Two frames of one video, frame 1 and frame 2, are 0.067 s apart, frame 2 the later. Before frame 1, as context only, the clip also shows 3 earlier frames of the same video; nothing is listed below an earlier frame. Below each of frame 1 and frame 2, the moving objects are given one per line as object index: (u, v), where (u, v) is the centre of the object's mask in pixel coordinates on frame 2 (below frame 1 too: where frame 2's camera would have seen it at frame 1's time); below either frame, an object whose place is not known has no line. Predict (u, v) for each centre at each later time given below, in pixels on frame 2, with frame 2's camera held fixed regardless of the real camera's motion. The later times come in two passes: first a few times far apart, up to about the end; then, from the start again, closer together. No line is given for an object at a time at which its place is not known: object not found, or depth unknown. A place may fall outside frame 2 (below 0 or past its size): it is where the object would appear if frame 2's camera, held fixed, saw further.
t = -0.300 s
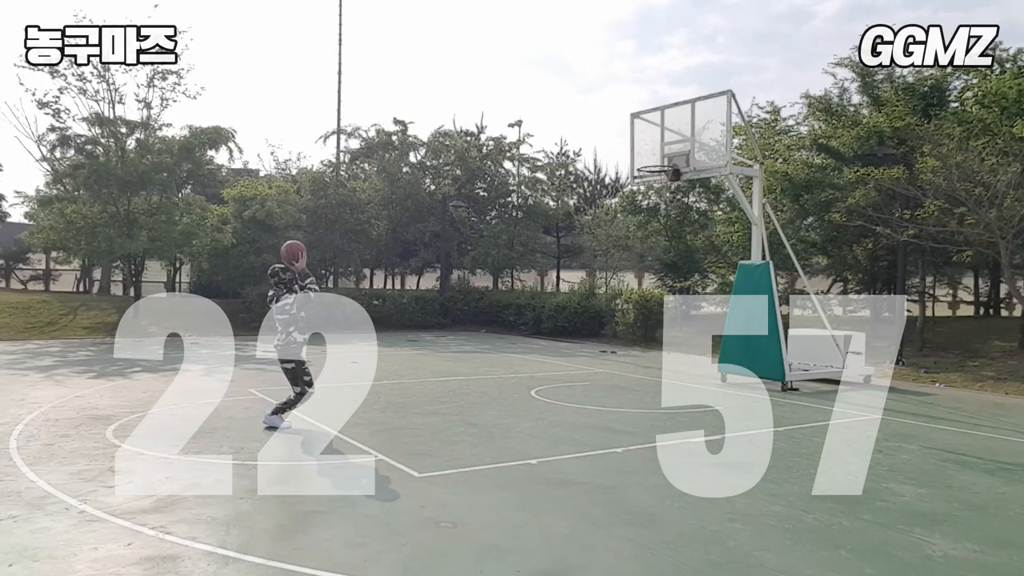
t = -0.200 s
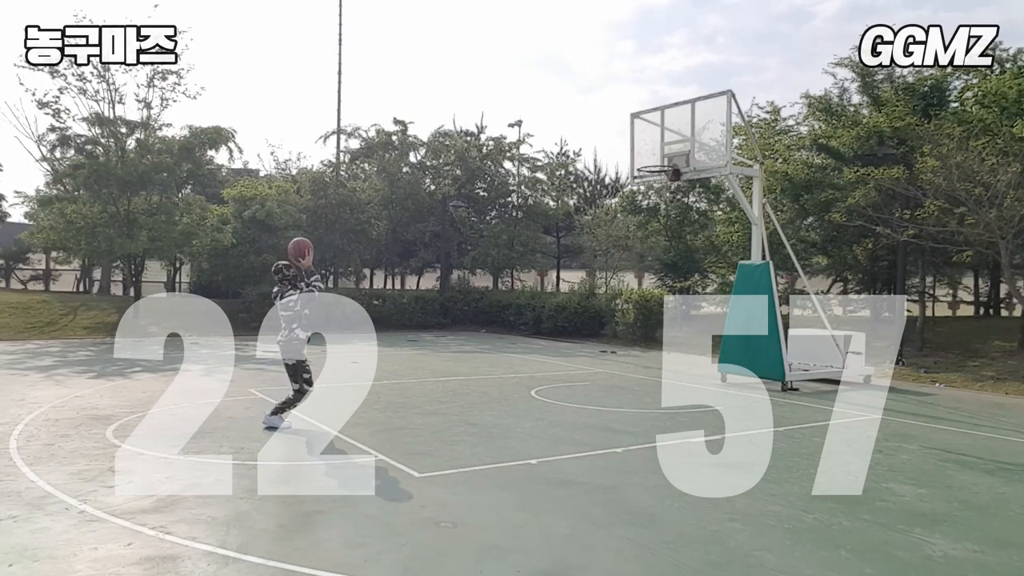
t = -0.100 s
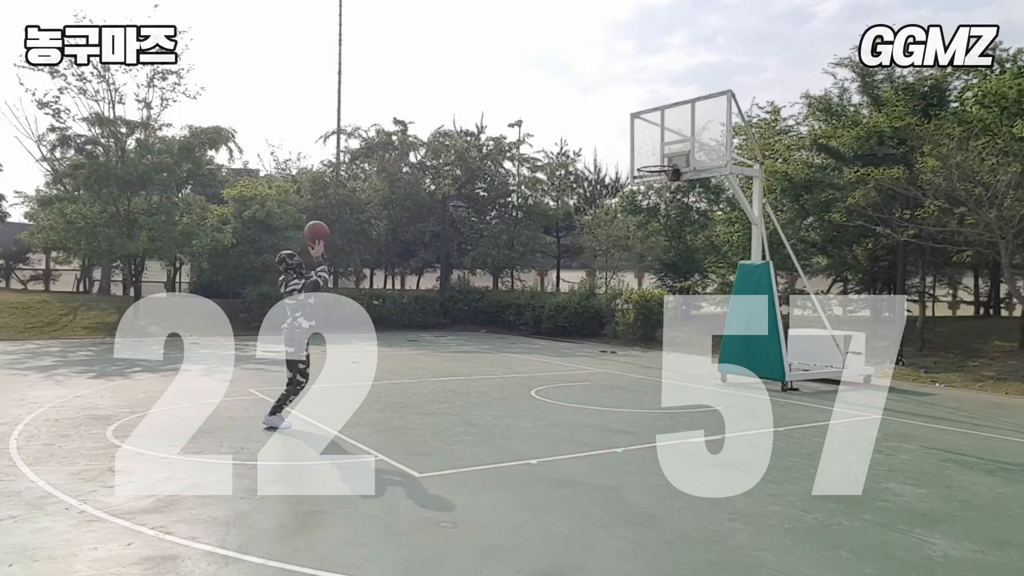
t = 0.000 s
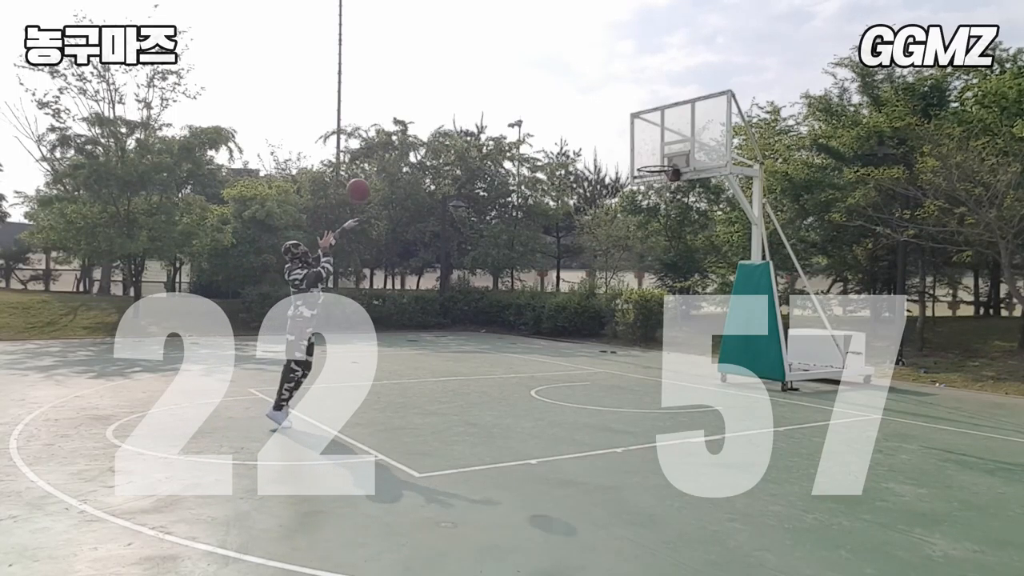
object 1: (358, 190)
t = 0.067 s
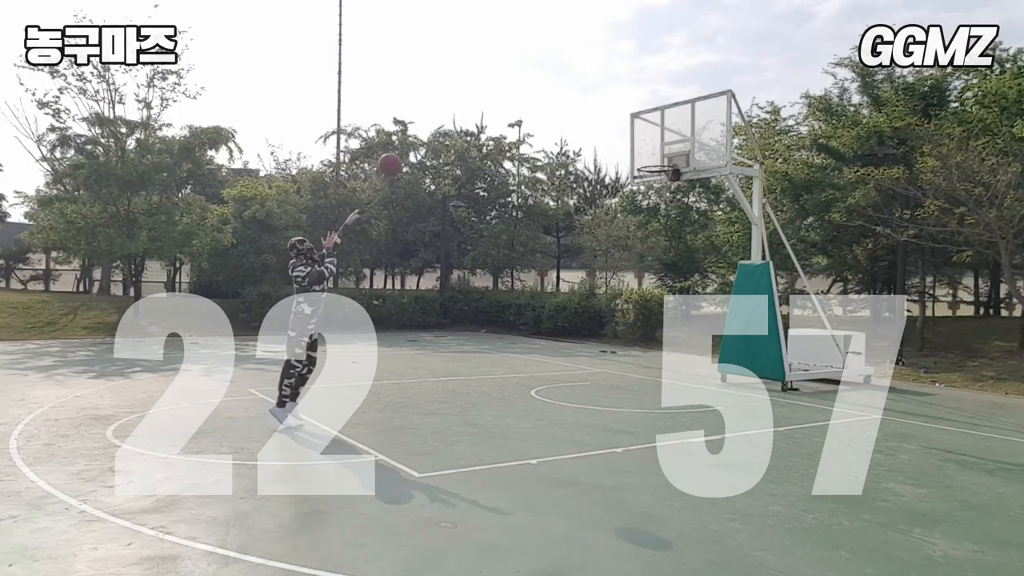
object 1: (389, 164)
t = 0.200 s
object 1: (448, 129)
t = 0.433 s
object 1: (538, 110)
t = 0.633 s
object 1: (603, 129)
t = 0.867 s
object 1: (659, 157)
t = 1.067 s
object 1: (651, 162)
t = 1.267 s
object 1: (660, 165)
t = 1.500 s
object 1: (658, 178)
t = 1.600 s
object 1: (665, 190)
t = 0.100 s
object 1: (404, 154)
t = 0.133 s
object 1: (419, 144)
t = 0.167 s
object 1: (434, 137)
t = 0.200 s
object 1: (448, 129)
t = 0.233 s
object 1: (462, 124)
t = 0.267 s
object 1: (475, 119)
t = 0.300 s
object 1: (488, 115)
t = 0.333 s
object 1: (501, 112)
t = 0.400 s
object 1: (526, 110)
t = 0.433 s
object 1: (538, 110)
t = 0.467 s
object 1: (549, 111)
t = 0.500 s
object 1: (560, 113)
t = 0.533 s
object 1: (571, 116)
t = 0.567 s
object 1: (582, 119)
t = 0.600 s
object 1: (593, 124)
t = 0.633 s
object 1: (603, 129)
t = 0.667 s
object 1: (613, 135)
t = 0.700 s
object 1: (623, 142)
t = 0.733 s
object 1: (633, 149)
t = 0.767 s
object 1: (642, 158)
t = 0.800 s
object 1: (648, 157)
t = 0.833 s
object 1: (654, 157)
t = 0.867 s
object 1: (659, 157)
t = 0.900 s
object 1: (664, 158)
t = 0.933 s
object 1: (670, 159)
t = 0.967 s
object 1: (665, 159)
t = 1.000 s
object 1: (660, 159)
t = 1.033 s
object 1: (656, 160)
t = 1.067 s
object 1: (651, 162)
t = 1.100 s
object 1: (647, 164)
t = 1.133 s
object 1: (651, 164)
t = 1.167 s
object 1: (655, 163)
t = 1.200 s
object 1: (659, 164)
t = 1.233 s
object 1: (663, 166)
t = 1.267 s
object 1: (660, 165)
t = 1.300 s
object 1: (656, 165)
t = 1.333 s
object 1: (652, 166)
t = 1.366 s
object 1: (648, 167)
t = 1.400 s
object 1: (648, 169)
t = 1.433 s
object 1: (652, 171)
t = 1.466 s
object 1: (655, 175)
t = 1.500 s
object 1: (658, 178)
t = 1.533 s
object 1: (662, 181)
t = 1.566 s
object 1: (664, 187)
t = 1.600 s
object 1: (665, 190)
